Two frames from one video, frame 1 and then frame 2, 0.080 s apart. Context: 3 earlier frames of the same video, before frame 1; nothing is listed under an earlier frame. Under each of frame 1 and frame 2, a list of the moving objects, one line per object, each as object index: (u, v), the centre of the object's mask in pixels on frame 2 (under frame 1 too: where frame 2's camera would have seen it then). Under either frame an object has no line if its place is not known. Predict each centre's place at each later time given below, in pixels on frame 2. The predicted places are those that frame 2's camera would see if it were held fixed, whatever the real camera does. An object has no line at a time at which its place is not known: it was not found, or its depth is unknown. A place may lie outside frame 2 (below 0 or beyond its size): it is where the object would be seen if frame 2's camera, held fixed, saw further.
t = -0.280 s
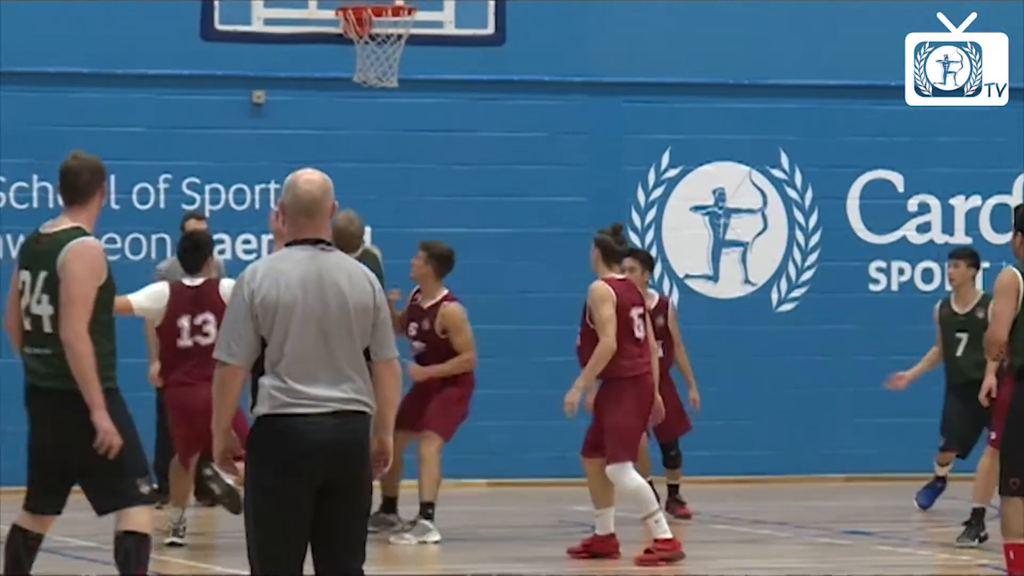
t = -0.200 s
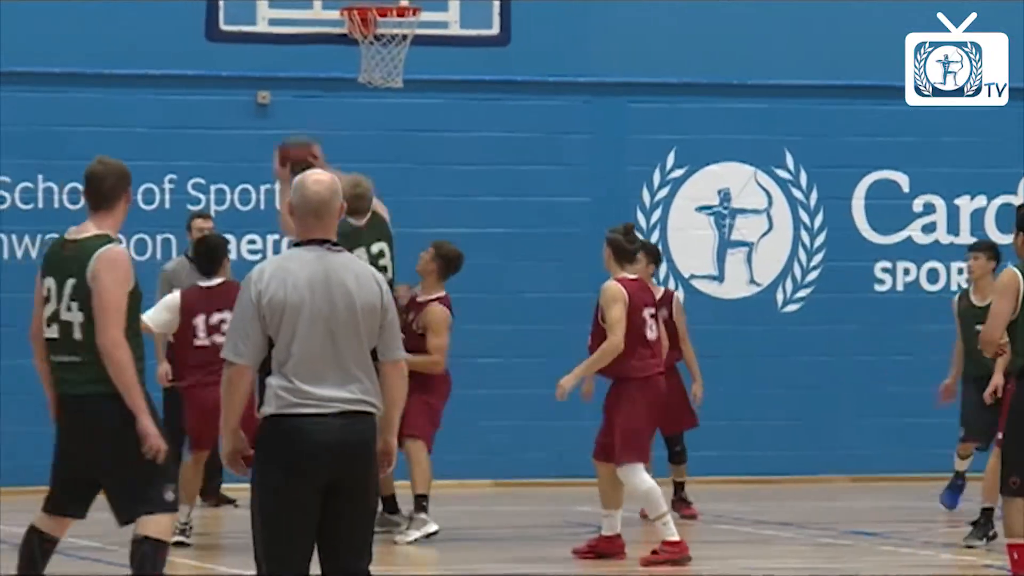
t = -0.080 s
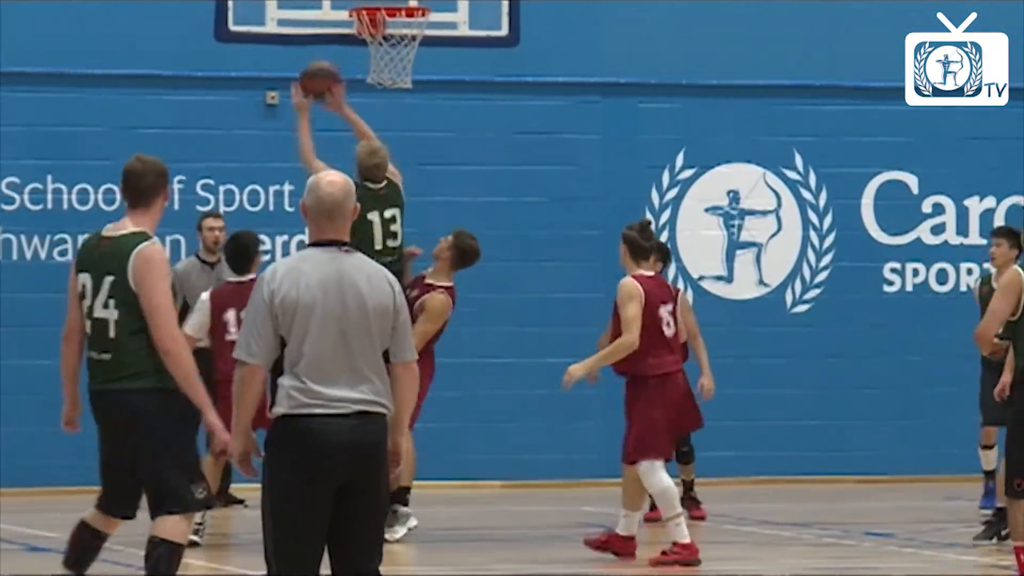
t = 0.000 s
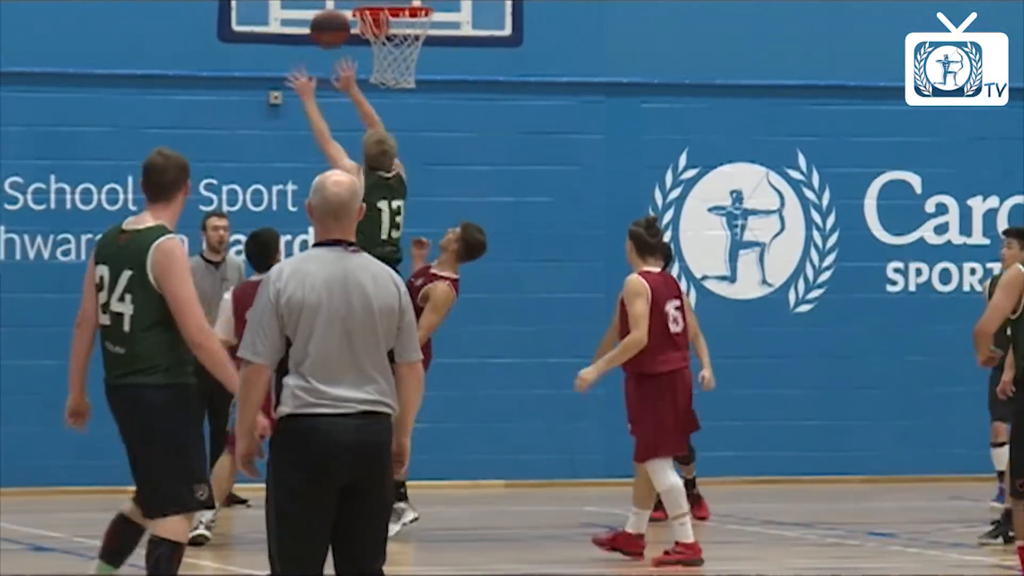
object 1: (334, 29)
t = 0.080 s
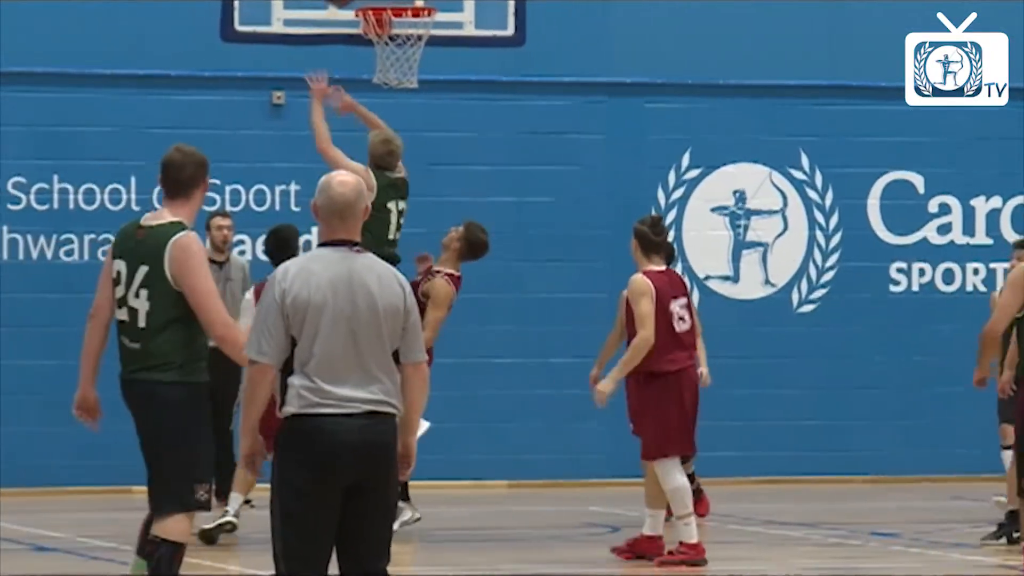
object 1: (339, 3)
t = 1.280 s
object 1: (416, 108)
